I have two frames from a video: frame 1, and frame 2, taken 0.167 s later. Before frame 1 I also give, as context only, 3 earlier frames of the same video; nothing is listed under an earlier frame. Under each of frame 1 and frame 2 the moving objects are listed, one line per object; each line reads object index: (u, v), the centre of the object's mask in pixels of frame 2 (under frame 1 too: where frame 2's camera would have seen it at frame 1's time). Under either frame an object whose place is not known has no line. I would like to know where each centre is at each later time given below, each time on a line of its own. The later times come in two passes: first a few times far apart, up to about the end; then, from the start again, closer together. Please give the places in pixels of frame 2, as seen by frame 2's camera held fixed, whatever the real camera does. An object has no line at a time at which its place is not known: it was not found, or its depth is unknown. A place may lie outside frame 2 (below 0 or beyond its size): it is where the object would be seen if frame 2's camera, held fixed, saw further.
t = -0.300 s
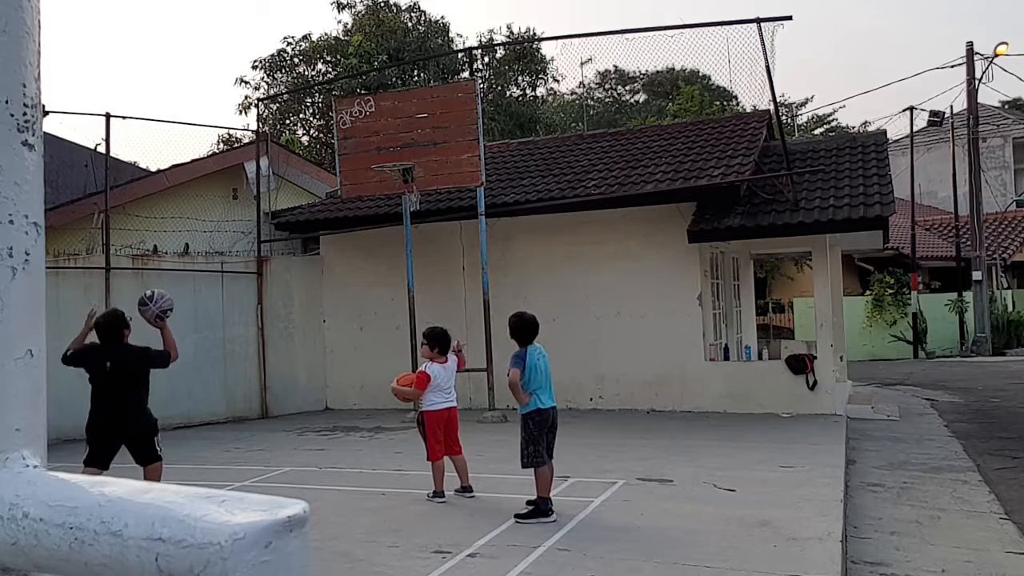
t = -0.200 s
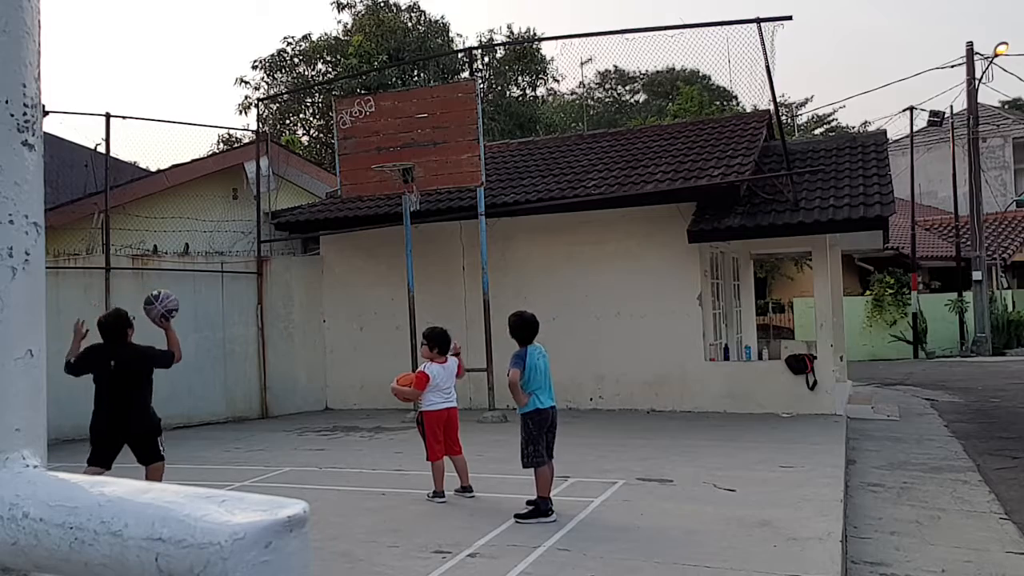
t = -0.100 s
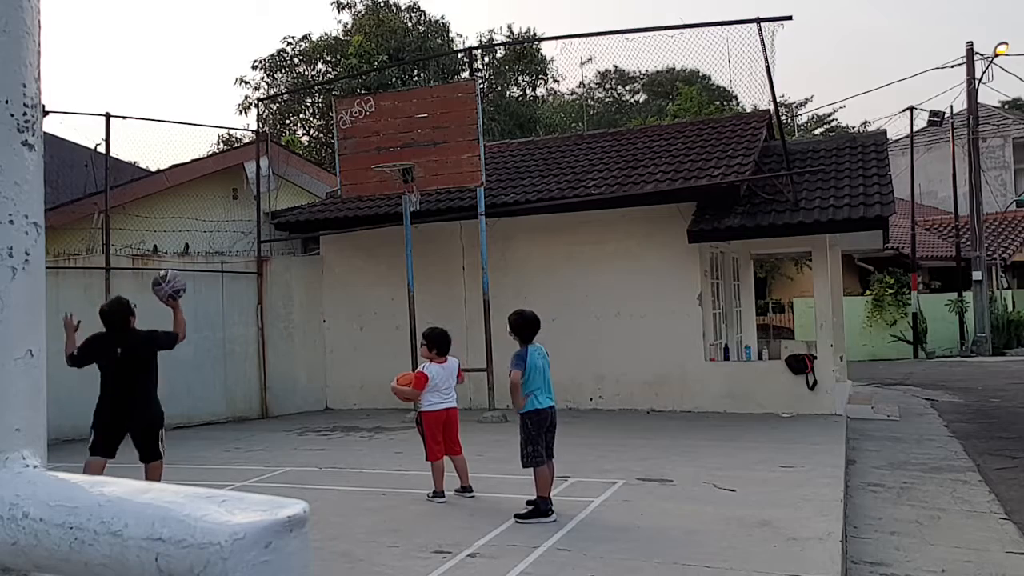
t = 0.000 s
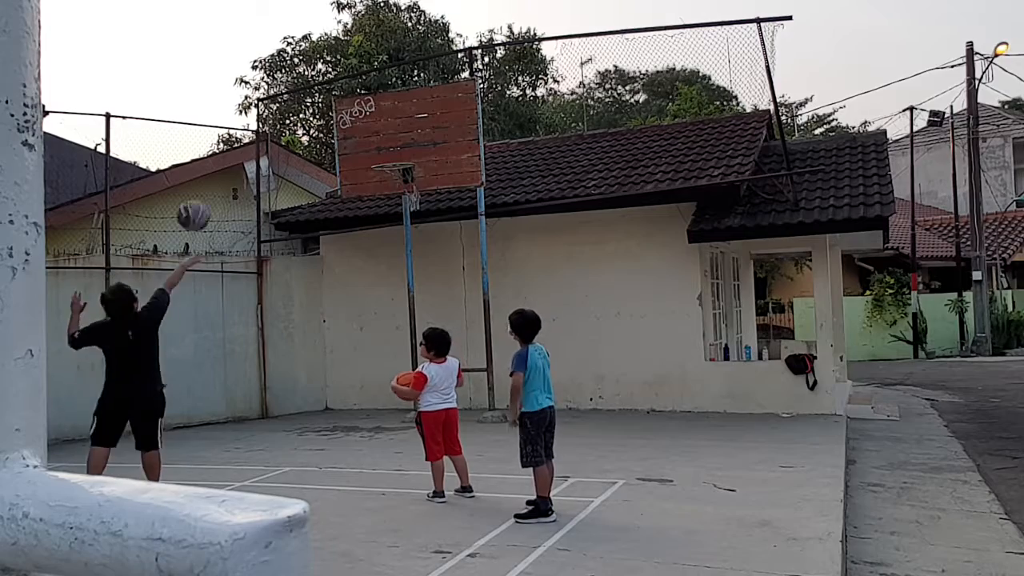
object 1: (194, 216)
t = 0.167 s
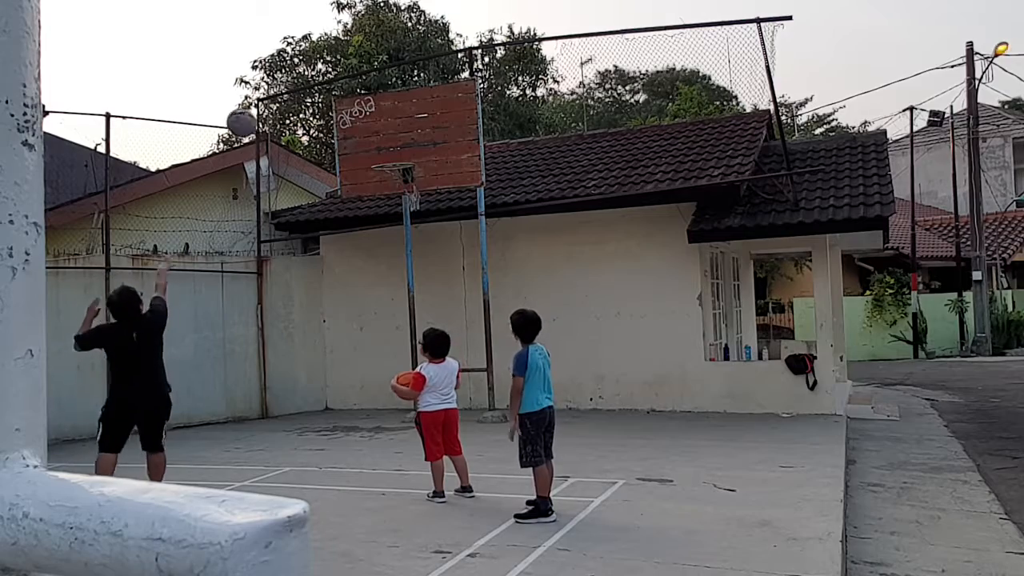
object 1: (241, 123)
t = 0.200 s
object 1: (250, 110)
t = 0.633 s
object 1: (349, 62)
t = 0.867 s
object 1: (391, 113)
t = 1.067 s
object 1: (413, 148)
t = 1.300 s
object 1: (402, 142)
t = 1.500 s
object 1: (393, 181)
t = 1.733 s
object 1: (383, 288)
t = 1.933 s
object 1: (374, 439)
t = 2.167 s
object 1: (367, 342)
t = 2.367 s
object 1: (361, 267)
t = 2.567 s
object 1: (357, 236)
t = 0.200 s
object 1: (250, 110)
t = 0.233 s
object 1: (259, 98)
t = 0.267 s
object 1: (267, 88)
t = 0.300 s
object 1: (276, 80)
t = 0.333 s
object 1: (284, 73)
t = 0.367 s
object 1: (292, 66)
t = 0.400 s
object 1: (300, 62)
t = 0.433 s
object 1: (307, 59)
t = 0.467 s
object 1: (314, 56)
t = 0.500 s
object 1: (320, 55)
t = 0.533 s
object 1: (328, 55)
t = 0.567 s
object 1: (335, 56)
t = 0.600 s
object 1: (343, 60)
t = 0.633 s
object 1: (349, 62)
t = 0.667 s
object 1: (355, 67)
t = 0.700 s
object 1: (362, 74)
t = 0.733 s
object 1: (368, 80)
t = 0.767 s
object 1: (374, 85)
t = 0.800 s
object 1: (380, 93)
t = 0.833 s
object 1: (386, 102)
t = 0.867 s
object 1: (391, 113)
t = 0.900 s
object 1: (398, 123)
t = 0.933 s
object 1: (404, 136)
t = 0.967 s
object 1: (409, 147)
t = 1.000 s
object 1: (415, 156)
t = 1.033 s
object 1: (416, 153)
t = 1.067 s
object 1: (413, 148)
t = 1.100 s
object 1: (412, 144)
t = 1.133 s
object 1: (410, 141)
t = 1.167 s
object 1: (408, 138)
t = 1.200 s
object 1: (406, 137)
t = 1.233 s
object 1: (406, 137)
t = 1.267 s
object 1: (404, 139)
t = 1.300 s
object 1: (402, 142)
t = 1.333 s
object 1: (401, 145)
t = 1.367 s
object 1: (399, 151)
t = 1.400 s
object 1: (397, 157)
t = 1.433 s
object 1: (396, 164)
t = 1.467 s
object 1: (395, 171)
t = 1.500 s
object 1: (393, 181)
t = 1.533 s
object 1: (391, 193)
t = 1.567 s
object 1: (390, 206)
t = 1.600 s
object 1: (388, 219)
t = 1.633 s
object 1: (387, 233)
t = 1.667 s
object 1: (385, 249)
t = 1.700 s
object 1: (384, 267)
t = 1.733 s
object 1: (383, 288)
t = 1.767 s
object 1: (382, 309)
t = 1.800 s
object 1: (380, 331)
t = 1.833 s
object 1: (378, 356)
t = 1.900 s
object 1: (373, 410)
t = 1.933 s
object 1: (374, 439)
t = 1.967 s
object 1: (373, 458)
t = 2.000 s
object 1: (372, 436)
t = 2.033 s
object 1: (371, 416)
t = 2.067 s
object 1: (365, 397)
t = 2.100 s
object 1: (368, 376)
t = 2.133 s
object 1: (368, 359)
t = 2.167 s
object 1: (367, 342)
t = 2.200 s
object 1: (366, 327)
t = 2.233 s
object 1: (365, 313)
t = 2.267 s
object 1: (364, 300)
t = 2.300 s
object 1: (363, 288)
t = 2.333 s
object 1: (362, 277)
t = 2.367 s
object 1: (361, 267)
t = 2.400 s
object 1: (360, 259)
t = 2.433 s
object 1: (360, 252)
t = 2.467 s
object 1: (359, 246)
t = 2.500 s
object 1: (359, 241)
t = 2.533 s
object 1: (358, 239)
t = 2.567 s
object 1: (357, 236)
